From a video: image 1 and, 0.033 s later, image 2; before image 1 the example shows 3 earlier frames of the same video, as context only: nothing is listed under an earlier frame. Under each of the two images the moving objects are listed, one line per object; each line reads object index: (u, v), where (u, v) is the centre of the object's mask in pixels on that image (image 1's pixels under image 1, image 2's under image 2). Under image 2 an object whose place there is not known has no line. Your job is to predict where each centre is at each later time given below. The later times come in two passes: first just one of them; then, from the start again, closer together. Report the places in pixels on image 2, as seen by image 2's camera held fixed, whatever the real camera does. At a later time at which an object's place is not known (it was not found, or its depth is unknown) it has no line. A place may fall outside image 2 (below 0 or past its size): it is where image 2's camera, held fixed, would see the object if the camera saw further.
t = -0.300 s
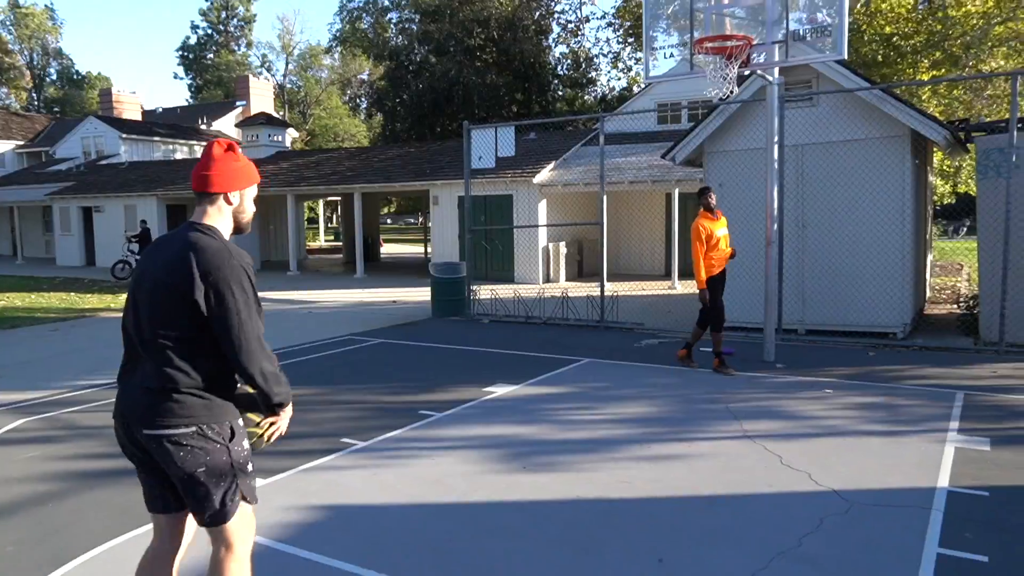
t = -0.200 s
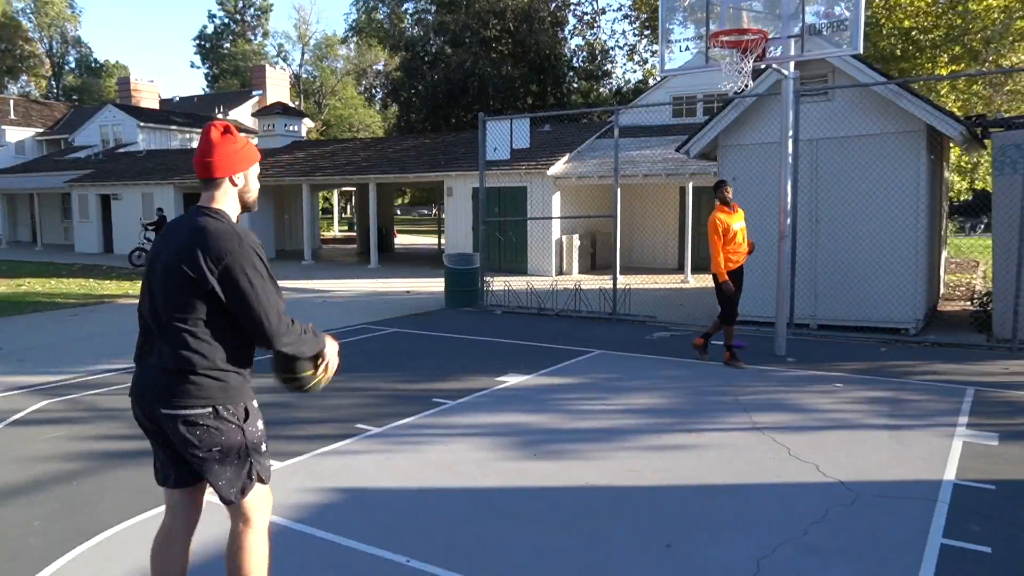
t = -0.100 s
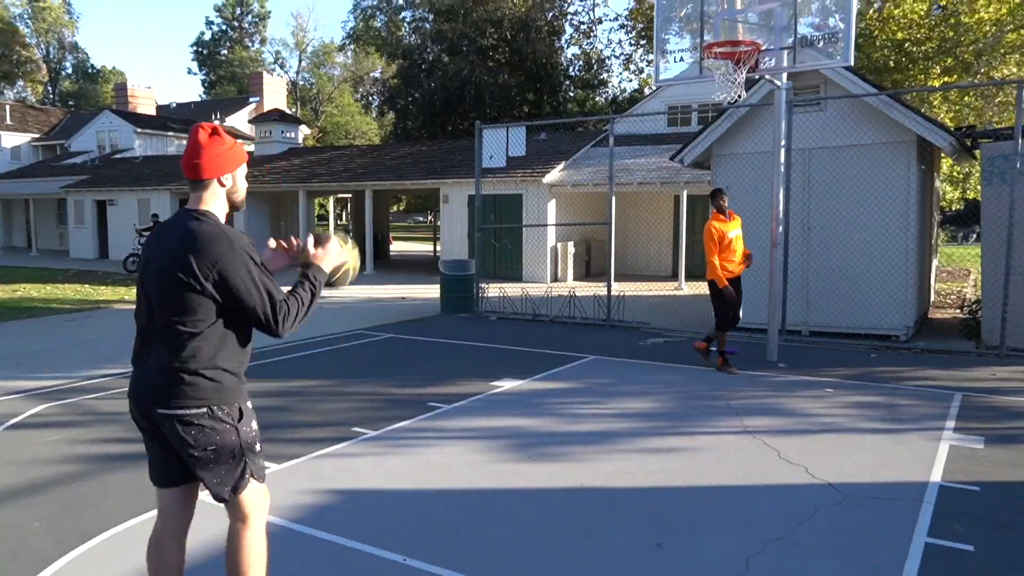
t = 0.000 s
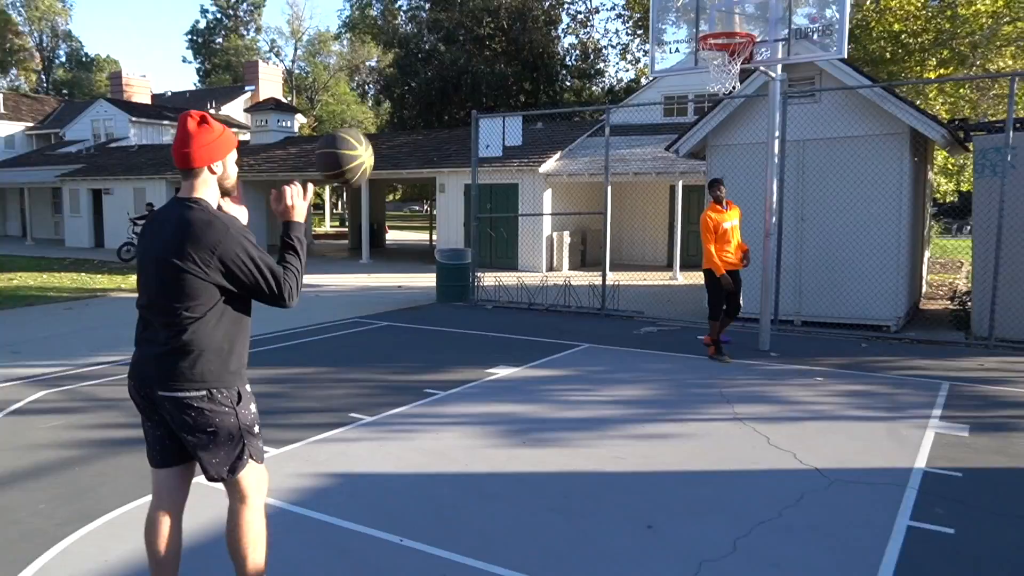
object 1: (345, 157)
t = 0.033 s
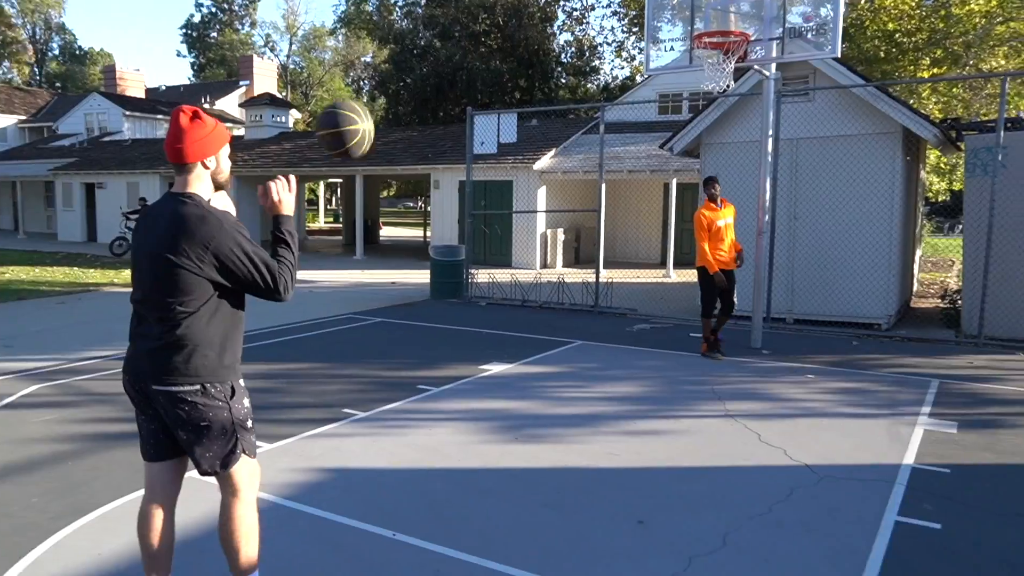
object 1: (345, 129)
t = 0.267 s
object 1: (386, 36)
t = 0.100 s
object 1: (356, 88)
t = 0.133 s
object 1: (362, 73)
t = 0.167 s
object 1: (367, 59)
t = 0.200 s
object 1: (373, 49)
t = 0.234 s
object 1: (380, 41)
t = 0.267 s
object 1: (386, 36)
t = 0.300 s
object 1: (393, 34)
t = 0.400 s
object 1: (415, 43)
